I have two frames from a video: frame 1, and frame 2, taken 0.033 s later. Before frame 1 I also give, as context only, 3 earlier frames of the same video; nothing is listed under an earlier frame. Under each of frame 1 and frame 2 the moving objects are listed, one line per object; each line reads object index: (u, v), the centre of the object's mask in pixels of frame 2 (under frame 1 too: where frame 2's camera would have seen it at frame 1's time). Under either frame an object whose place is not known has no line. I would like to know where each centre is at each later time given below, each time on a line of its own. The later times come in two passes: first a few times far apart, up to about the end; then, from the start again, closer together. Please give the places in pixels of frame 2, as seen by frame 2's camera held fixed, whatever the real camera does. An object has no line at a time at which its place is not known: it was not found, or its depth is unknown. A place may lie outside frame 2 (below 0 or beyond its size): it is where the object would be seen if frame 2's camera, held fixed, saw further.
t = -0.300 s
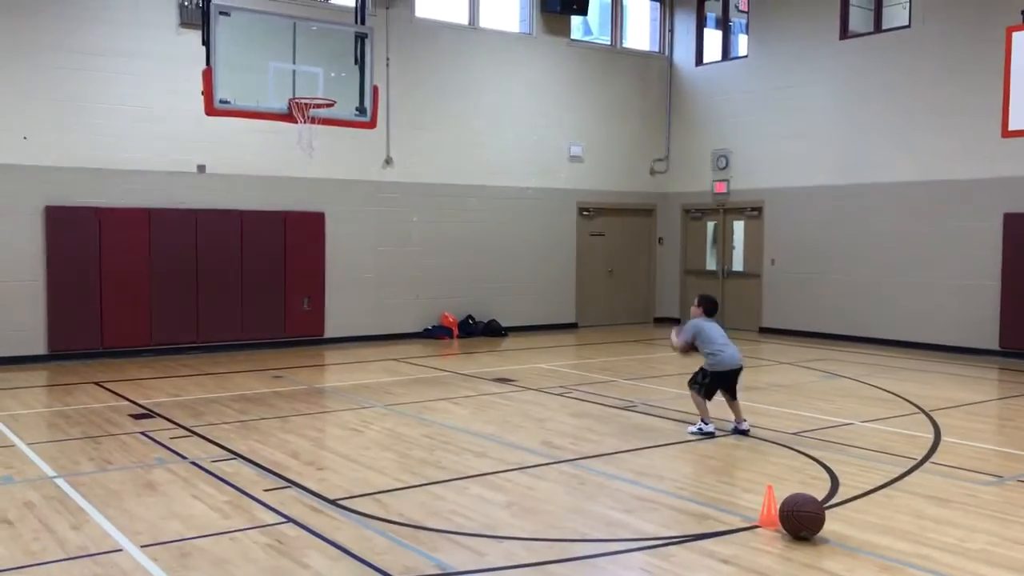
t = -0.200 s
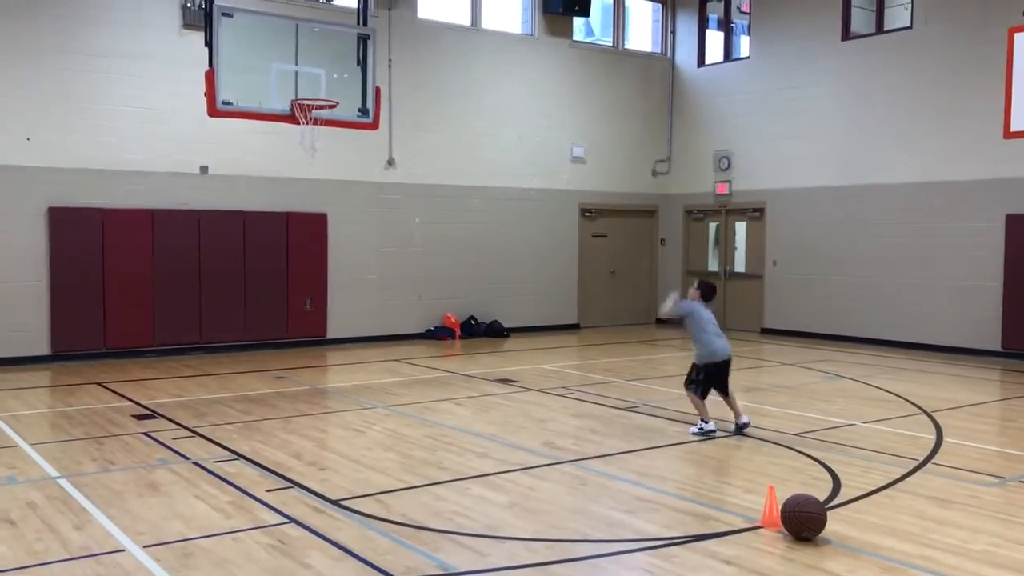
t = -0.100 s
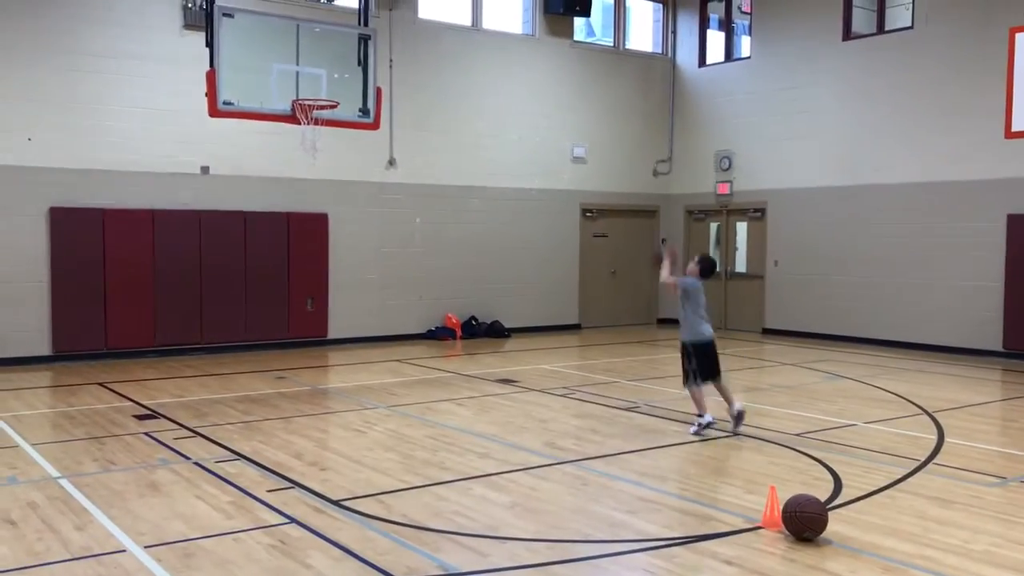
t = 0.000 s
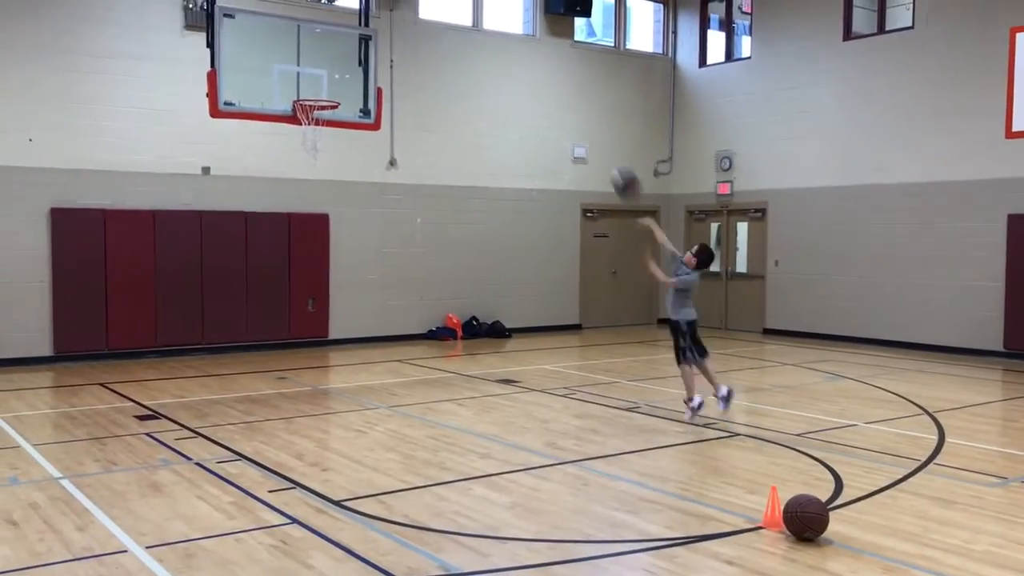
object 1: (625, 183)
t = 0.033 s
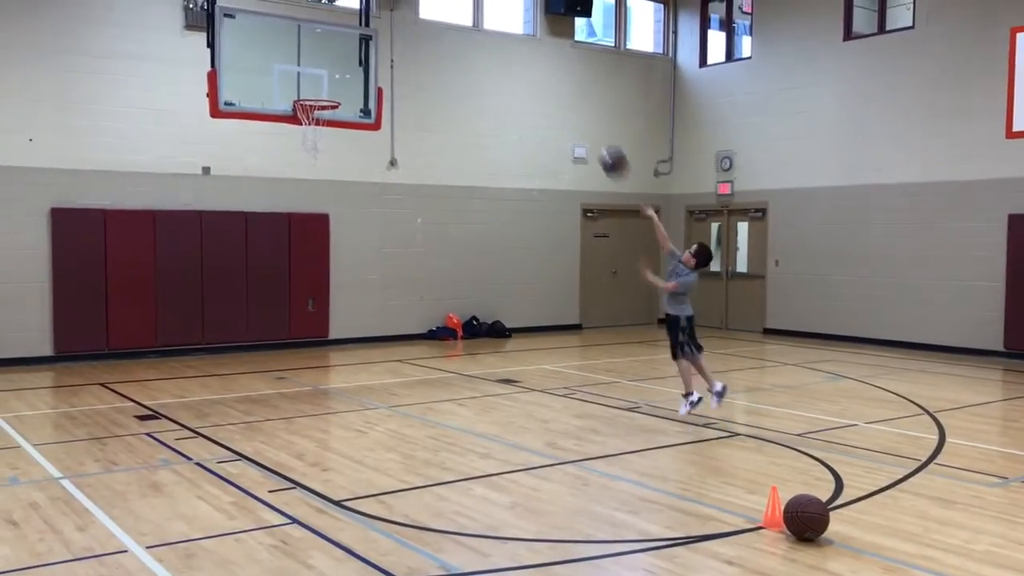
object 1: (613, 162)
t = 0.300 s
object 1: (519, 42)
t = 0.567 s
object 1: (432, 5)
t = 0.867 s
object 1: (347, 47)
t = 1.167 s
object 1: (313, 88)
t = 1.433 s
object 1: (296, 86)
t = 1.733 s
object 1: (308, 91)
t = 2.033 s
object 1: (318, 158)
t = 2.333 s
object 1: (329, 323)
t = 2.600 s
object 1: (342, 300)
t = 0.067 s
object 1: (601, 142)
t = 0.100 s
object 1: (589, 123)
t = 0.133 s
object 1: (576, 106)
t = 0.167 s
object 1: (564, 90)
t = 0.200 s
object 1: (552, 76)
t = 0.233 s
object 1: (540, 63)
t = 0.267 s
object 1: (529, 51)
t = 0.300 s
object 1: (519, 42)
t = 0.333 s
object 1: (507, 34)
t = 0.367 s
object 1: (495, 25)
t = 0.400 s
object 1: (484, 17)
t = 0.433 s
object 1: (475, 13)
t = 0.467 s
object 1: (463, 9)
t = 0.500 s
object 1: (453, 7)
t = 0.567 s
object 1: (432, 5)
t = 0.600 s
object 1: (421, 6)
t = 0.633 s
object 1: (412, 7)
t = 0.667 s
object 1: (403, 8)
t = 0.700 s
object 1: (393, 10)
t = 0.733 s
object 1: (383, 16)
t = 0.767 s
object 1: (374, 22)
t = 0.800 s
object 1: (365, 29)
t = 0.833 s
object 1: (357, 37)
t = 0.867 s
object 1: (347, 47)
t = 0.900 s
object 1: (338, 57)
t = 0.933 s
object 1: (330, 67)
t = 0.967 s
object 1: (321, 79)
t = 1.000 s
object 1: (314, 89)
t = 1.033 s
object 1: (311, 95)
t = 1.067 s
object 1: (321, 96)
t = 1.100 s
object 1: (325, 95)
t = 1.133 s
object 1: (319, 92)
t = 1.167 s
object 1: (313, 88)
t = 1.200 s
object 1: (307, 86)
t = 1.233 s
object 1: (301, 84)
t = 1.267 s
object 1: (296, 83)
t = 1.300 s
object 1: (291, 83)
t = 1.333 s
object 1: (292, 86)
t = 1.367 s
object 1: (293, 89)
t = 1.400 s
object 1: (294, 89)
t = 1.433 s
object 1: (296, 86)
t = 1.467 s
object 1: (297, 83)
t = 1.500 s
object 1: (299, 81)
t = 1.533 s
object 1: (300, 80)
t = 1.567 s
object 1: (302, 80)
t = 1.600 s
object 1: (303, 81)
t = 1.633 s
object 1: (305, 83)
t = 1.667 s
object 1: (306, 87)
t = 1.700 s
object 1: (307, 89)
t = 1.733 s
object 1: (308, 91)
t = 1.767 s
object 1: (309, 94)
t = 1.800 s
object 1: (311, 98)
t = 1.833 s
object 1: (312, 103)
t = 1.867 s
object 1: (313, 110)
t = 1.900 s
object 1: (314, 117)
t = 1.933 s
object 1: (315, 125)
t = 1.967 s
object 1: (316, 136)
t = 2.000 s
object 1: (317, 146)
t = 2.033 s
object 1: (318, 158)
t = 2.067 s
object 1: (320, 172)
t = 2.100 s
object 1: (320, 187)
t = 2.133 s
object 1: (322, 201)
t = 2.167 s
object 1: (325, 218)
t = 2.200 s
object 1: (325, 235)
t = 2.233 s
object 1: (326, 256)
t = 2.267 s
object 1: (327, 277)
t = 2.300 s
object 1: (328, 299)
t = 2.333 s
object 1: (329, 323)
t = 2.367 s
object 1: (330, 349)
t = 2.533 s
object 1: (338, 337)
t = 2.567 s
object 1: (341, 317)
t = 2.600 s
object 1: (342, 300)
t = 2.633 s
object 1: (345, 283)
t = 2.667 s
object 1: (346, 268)
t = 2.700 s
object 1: (348, 253)
